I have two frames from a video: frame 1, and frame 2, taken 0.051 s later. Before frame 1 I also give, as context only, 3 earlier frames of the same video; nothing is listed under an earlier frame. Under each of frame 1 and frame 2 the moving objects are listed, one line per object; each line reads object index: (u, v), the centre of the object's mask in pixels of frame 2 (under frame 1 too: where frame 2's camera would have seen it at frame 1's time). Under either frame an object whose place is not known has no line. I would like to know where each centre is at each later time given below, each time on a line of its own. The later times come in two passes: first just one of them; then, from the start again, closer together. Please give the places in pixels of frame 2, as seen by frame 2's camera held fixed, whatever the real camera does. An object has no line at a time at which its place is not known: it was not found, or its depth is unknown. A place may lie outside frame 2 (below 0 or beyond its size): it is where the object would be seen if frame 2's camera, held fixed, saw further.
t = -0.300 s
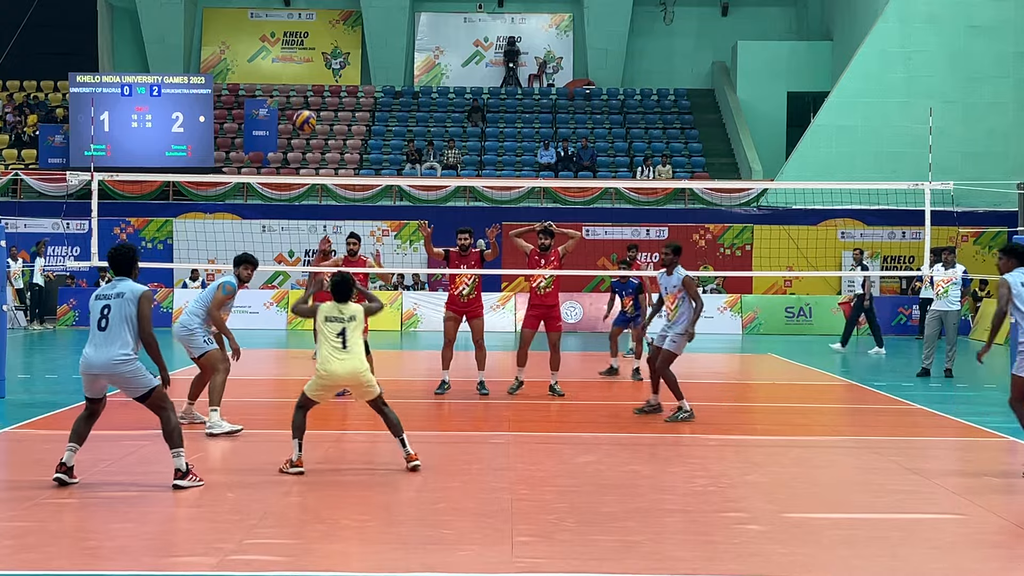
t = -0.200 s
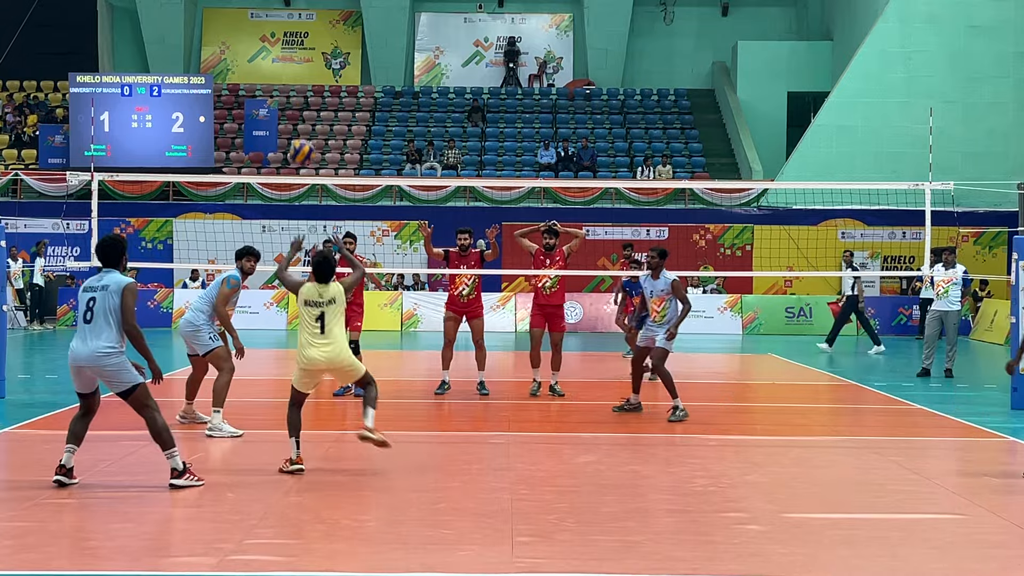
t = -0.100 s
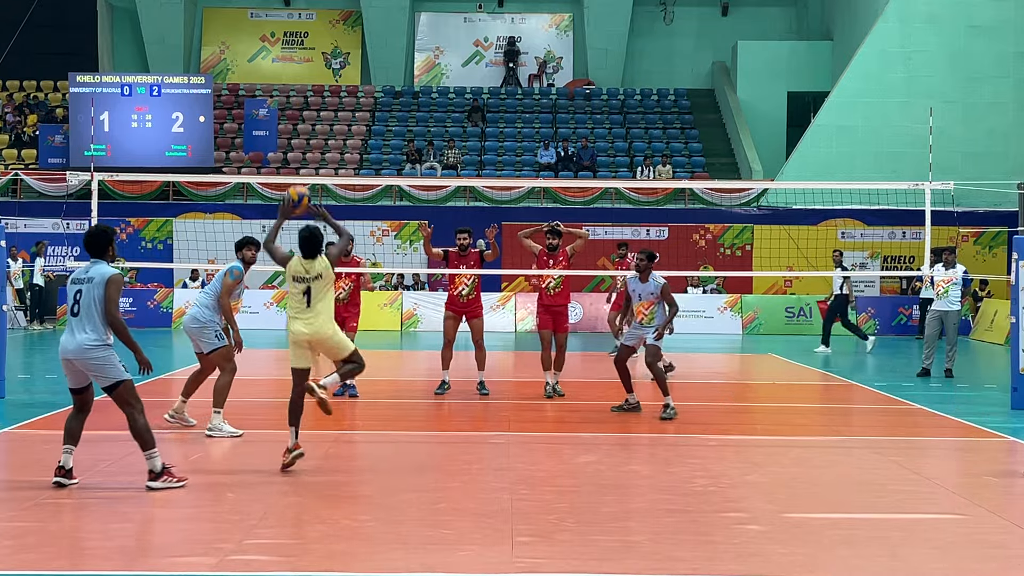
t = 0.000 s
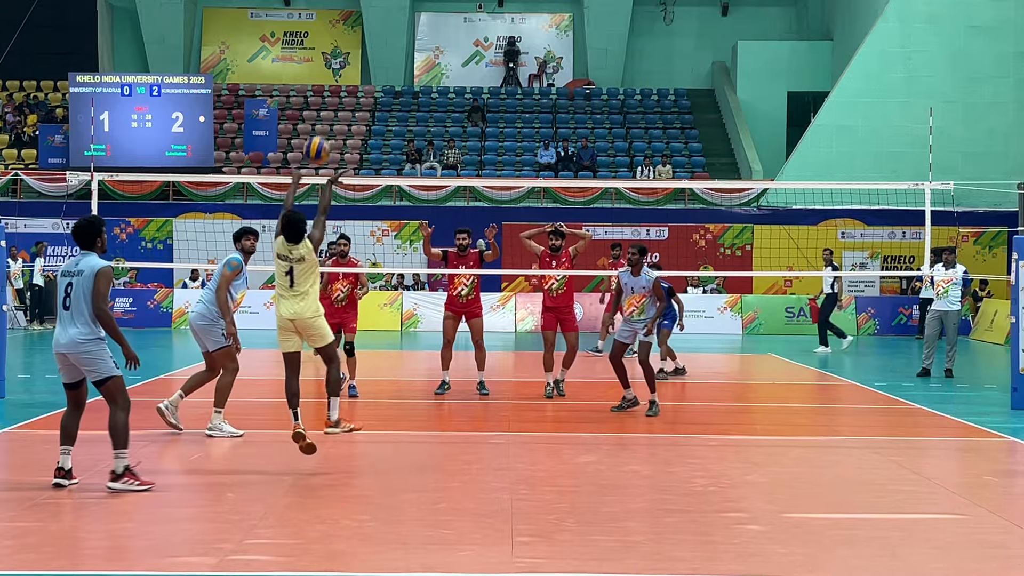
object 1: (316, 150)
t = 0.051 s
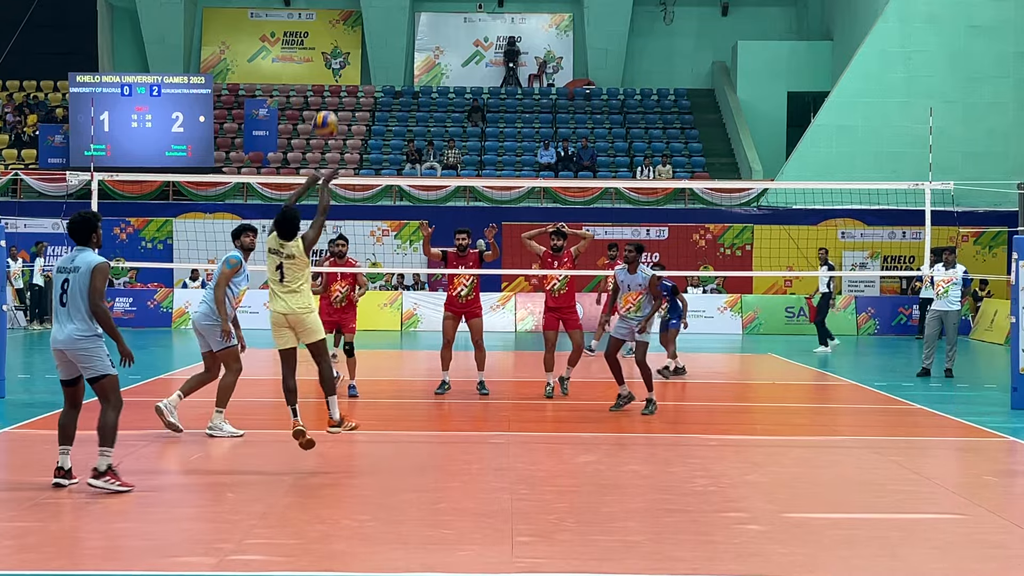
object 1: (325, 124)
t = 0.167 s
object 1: (344, 81)
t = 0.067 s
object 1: (328, 116)
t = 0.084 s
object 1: (330, 110)
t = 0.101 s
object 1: (333, 102)
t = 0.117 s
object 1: (336, 97)
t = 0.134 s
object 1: (338, 90)
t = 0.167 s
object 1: (344, 81)
